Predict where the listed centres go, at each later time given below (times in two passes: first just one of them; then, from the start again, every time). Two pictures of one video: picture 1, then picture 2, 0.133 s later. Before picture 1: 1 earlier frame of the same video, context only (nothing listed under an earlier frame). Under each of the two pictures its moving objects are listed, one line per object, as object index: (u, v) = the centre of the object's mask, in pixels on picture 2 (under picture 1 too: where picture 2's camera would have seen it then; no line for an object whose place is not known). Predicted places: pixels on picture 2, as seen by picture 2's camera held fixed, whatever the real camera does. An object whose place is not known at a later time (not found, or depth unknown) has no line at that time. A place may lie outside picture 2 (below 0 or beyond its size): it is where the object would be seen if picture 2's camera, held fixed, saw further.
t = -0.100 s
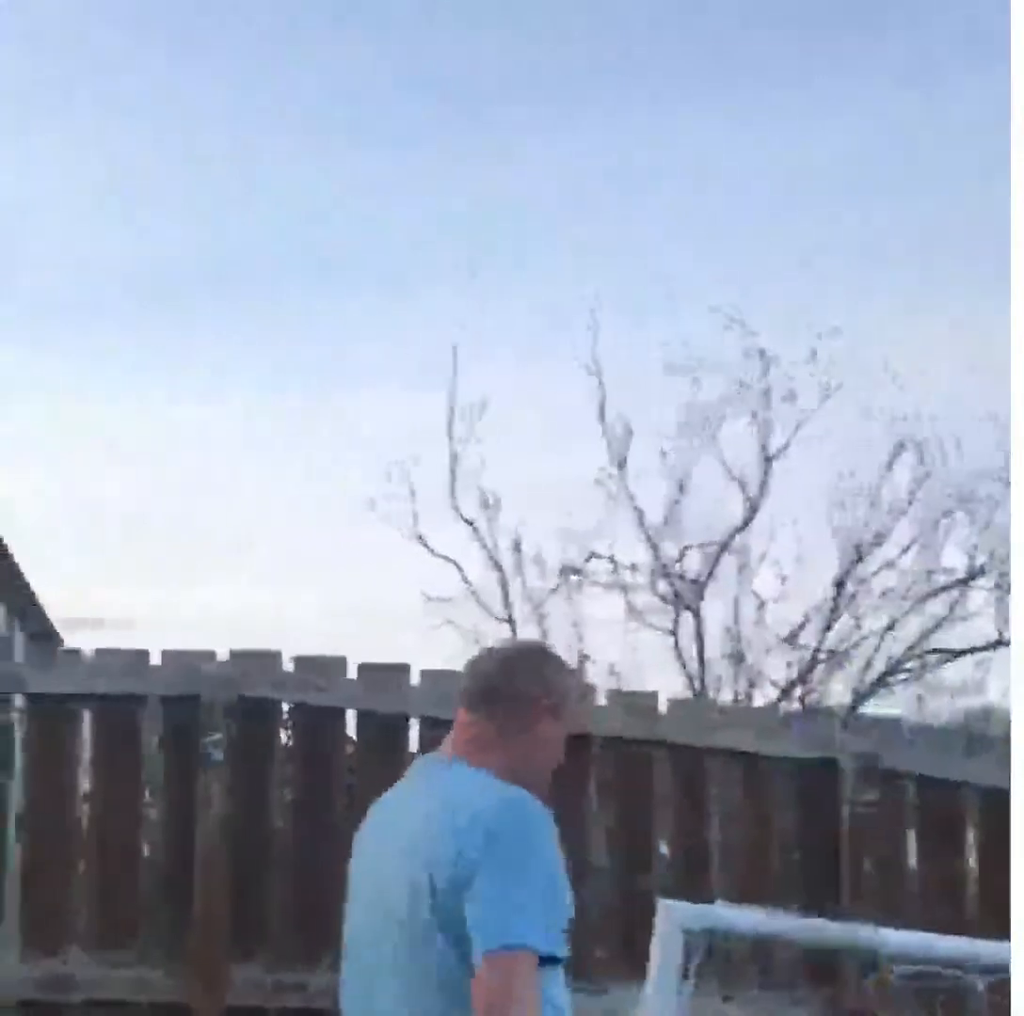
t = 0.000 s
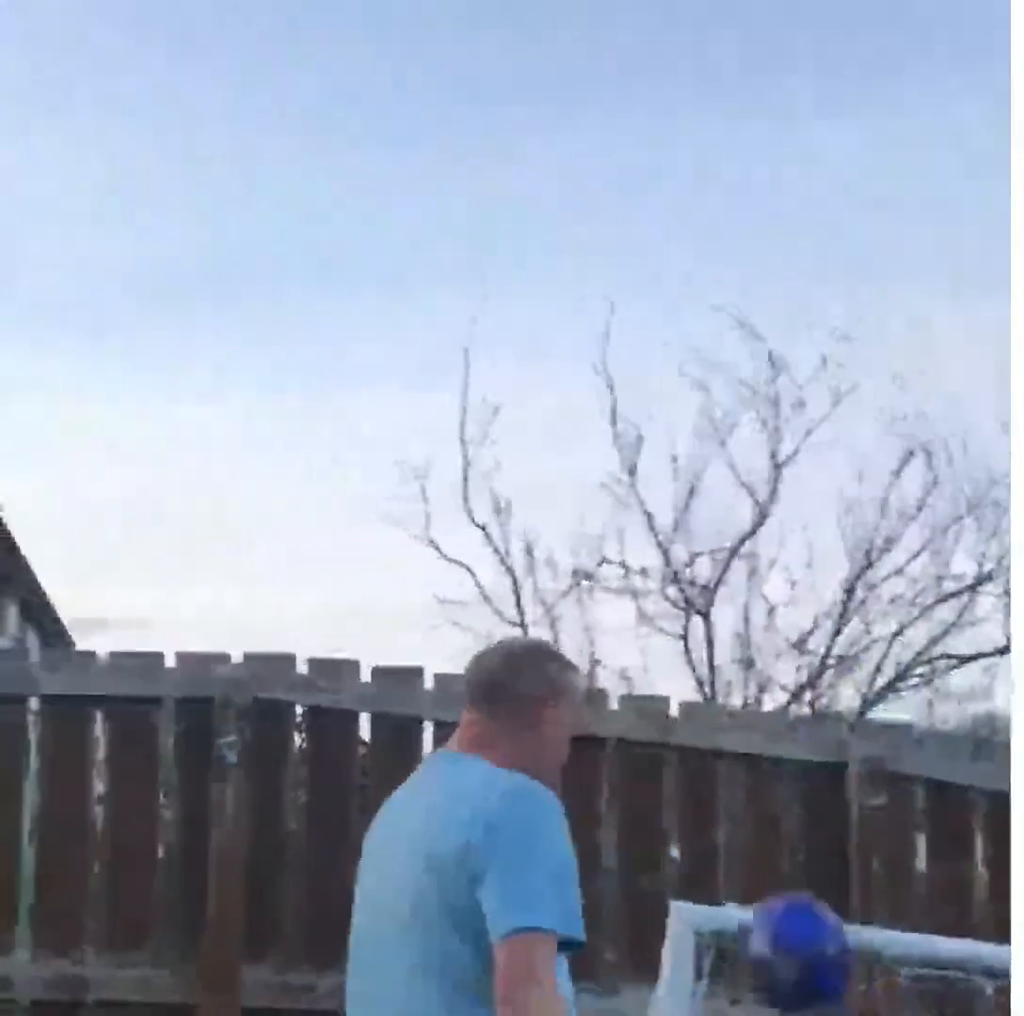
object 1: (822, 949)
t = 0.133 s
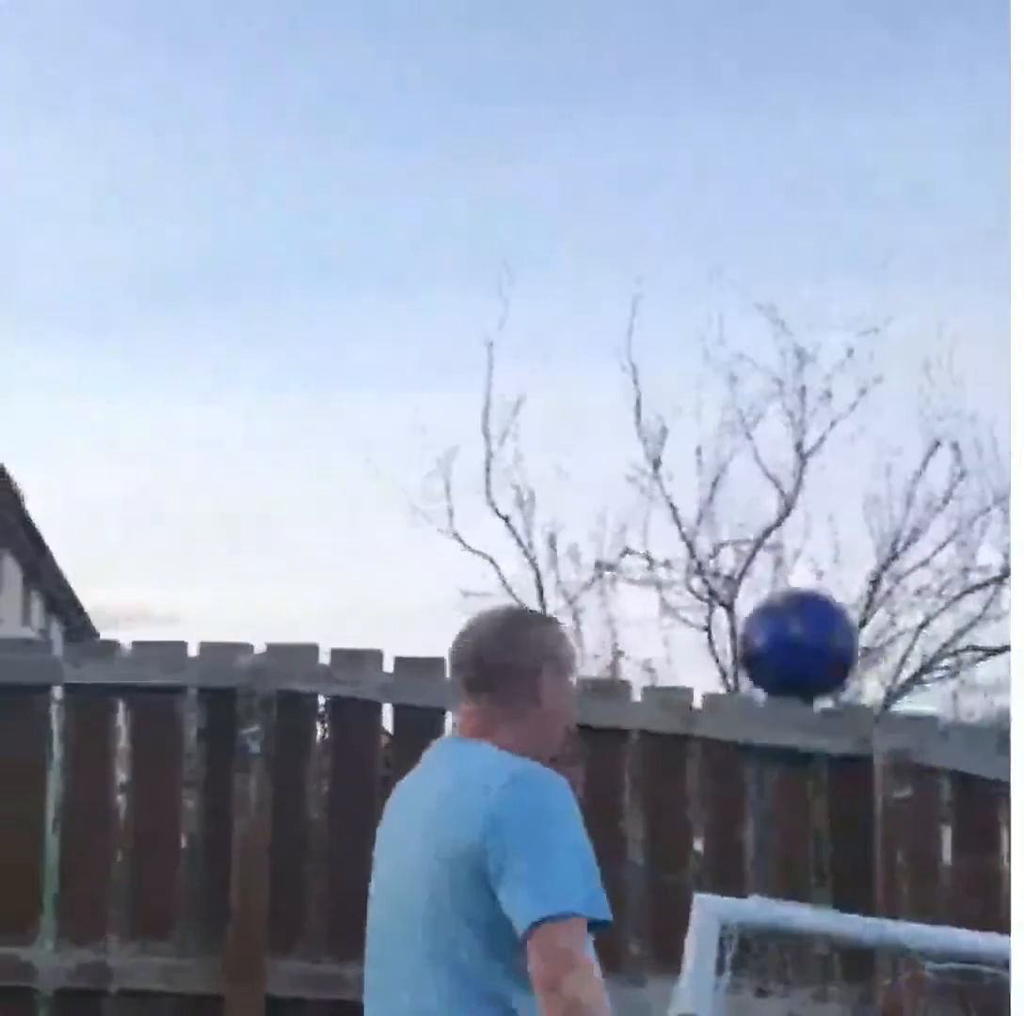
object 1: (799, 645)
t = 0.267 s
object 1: (785, 440)
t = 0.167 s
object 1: (795, 585)
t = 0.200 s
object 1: (791, 531)
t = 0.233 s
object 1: (789, 483)
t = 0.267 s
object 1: (785, 440)
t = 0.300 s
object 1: (782, 403)
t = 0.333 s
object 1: (779, 370)
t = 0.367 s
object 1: (778, 343)
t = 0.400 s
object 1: (774, 321)
